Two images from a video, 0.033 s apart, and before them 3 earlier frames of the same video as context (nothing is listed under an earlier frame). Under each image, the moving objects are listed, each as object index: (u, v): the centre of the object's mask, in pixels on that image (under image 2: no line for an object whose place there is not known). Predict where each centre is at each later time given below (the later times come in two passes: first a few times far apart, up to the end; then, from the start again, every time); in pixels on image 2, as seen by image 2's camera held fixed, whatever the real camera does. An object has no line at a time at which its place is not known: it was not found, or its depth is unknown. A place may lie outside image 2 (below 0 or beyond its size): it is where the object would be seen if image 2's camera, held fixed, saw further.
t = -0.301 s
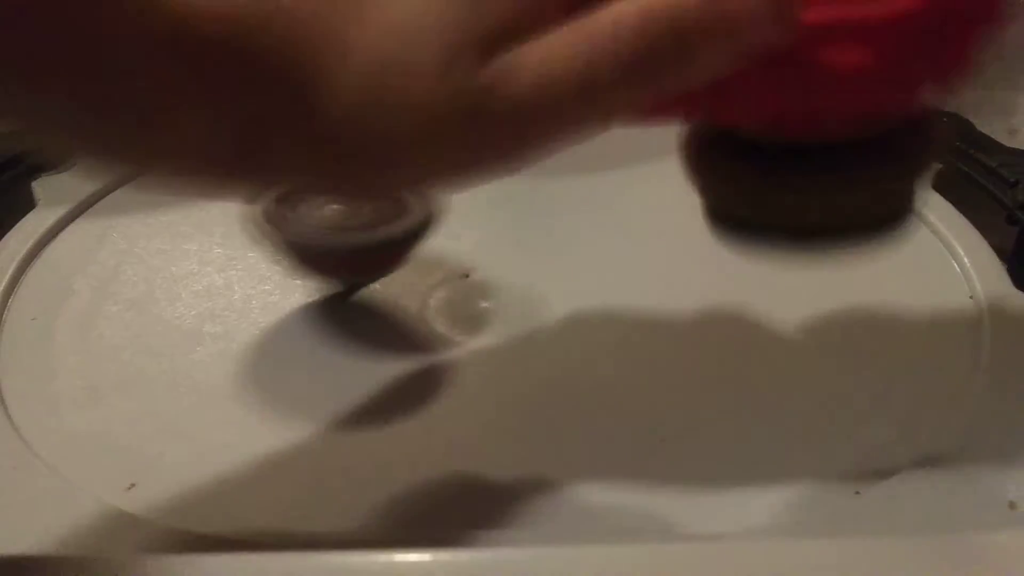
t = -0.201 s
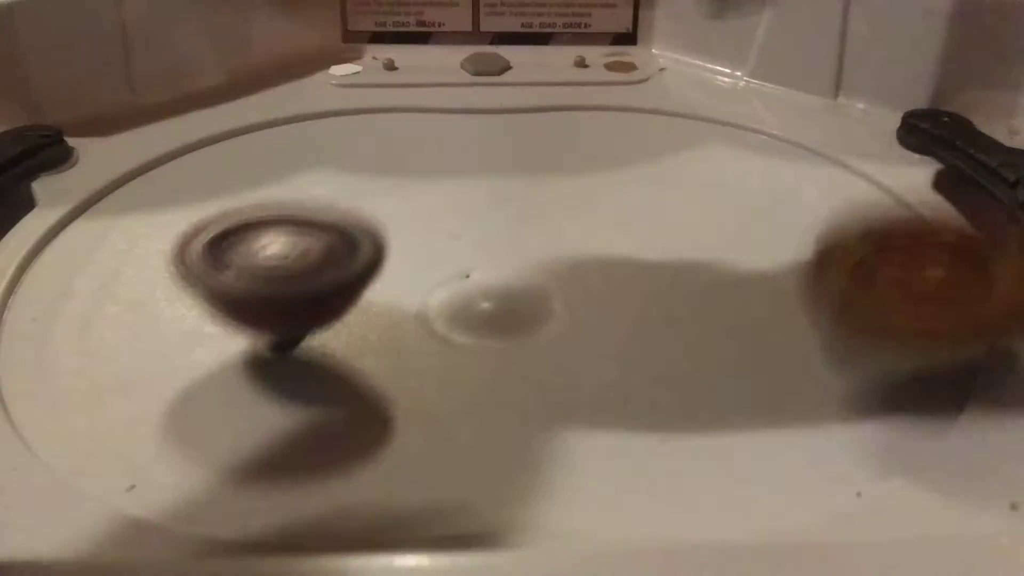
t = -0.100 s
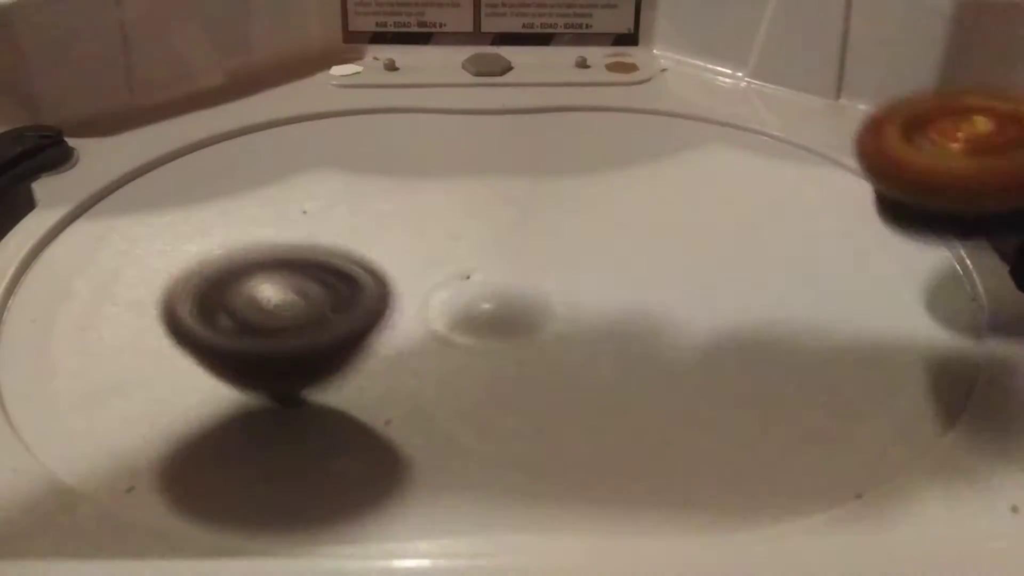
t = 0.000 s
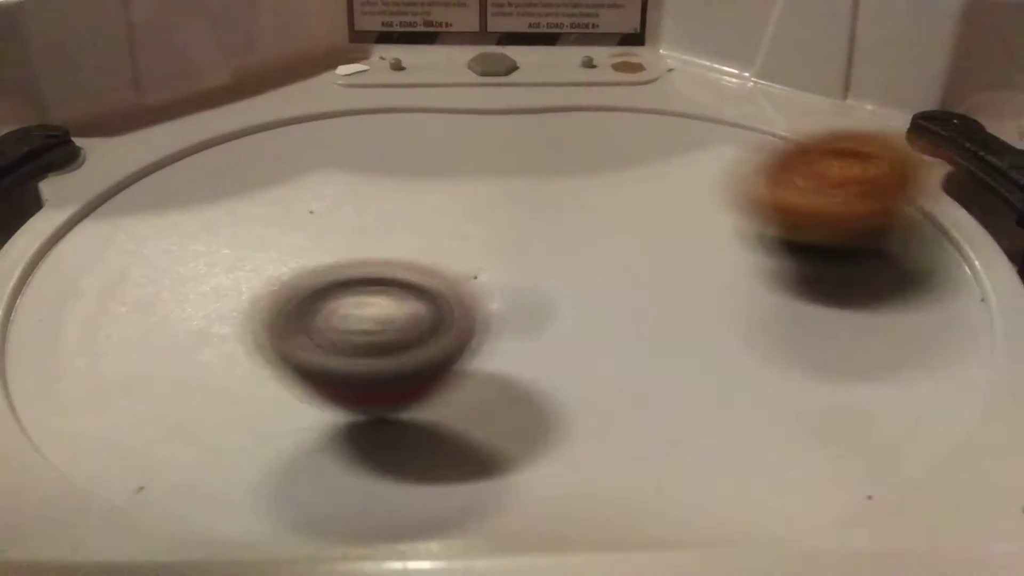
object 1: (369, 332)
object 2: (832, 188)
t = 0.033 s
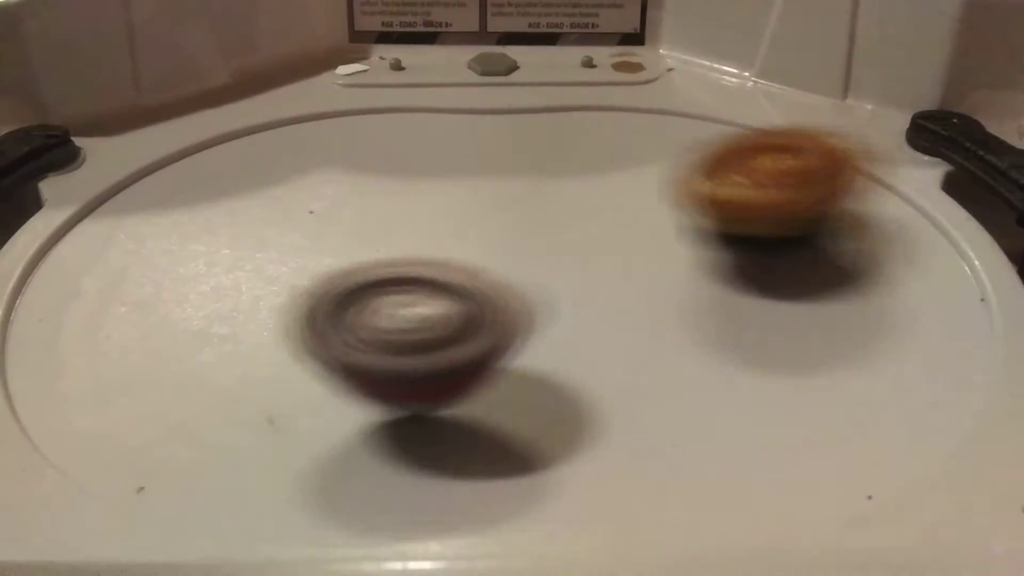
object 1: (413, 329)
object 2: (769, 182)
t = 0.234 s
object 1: (580, 307)
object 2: (463, 188)
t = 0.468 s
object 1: (694, 289)
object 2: (194, 321)
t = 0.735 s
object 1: (586, 201)
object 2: (696, 396)
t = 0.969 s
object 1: (381, 220)
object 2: (762, 179)
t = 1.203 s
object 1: (371, 292)
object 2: (376, 96)
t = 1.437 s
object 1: (529, 280)
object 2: (68, 204)
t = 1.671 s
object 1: (555, 214)
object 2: (290, 375)
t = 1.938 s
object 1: (420, 190)
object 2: (668, 235)
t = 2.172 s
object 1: (395, 230)
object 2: (563, 127)
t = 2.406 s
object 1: (460, 230)
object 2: (373, 144)
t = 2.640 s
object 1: (582, 218)
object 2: (317, 196)
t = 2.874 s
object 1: (727, 221)
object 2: (451, 229)
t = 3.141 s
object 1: (818, 138)
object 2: (470, 199)
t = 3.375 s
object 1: (658, 155)
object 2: (475, 214)
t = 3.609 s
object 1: (683, 202)
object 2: (448, 211)
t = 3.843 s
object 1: (770, 216)
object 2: (351, 283)
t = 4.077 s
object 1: (758, 227)
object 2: (469, 306)
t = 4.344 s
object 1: (758, 234)
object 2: (429, 250)
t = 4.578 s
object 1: (698, 235)
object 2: (346, 242)
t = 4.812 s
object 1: (607, 248)
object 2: (393, 261)
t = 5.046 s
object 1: (615, 248)
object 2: (396, 235)
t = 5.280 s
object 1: (574, 257)
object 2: (396, 206)
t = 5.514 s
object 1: (570, 278)
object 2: (409, 201)
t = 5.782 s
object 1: (599, 281)
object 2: (473, 191)
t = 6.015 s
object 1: (617, 269)
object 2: (487, 187)
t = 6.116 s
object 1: (651, 291)
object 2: (485, 177)
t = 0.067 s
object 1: (450, 324)
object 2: (716, 178)
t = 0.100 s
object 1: (480, 317)
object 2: (663, 176)
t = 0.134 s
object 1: (515, 305)
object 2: (610, 179)
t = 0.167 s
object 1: (542, 296)
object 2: (562, 184)
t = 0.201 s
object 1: (561, 297)
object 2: (509, 190)
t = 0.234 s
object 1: (580, 307)
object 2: (463, 188)
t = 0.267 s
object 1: (599, 315)
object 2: (415, 191)
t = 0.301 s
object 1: (619, 317)
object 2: (368, 199)
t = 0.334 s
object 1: (638, 315)
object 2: (322, 212)
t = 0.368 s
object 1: (657, 312)
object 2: (277, 234)
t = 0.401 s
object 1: (673, 306)
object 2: (238, 260)
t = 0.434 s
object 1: (685, 298)
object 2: (209, 290)
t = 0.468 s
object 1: (694, 289)
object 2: (194, 321)
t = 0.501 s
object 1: (697, 278)
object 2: (195, 353)
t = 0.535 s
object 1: (696, 266)
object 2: (216, 380)
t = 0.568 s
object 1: (689, 254)
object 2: (257, 402)
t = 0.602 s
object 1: (677, 241)
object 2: (327, 417)
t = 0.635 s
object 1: (661, 230)
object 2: (414, 419)
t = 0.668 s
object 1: (640, 218)
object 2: (505, 415)
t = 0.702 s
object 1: (617, 209)
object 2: (610, 407)
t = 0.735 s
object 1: (586, 201)
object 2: (696, 396)
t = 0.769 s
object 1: (558, 195)
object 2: (771, 376)
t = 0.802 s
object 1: (526, 192)
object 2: (819, 347)
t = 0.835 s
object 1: (493, 194)
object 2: (841, 306)
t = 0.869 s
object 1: (463, 197)
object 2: (844, 279)
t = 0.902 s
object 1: (430, 203)
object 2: (827, 237)
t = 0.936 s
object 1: (403, 211)
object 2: (802, 209)
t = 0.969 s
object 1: (381, 220)
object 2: (762, 179)
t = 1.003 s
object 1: (362, 228)
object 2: (717, 155)
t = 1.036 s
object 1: (347, 242)
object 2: (668, 133)
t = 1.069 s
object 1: (341, 254)
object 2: (618, 119)
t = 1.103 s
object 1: (341, 264)
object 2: (562, 107)
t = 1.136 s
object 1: (346, 275)
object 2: (502, 99)
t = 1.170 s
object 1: (357, 286)
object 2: (440, 95)
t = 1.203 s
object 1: (371, 292)
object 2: (376, 96)
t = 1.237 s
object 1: (384, 296)
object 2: (311, 100)
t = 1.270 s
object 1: (407, 299)
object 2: (249, 105)
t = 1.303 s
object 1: (433, 298)
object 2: (195, 115)
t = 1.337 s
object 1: (456, 296)
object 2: (148, 130)
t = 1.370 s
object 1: (481, 293)
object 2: (104, 152)
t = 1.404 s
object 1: (507, 288)
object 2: (78, 177)
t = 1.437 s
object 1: (529, 280)
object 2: (68, 204)
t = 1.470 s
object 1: (546, 273)
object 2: (64, 246)
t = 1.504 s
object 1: (558, 266)
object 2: (66, 275)
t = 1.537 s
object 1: (565, 256)
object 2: (76, 308)
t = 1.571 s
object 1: (567, 245)
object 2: (97, 336)
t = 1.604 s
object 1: (567, 235)
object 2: (145, 357)
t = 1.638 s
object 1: (563, 225)
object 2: (211, 370)
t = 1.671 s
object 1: (555, 214)
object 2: (290, 375)
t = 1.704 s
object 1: (542, 205)
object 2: (367, 371)
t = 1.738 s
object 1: (527, 198)
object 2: (443, 359)
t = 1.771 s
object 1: (511, 194)
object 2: (507, 343)
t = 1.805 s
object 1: (491, 190)
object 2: (557, 323)
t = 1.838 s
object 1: (469, 188)
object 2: (604, 305)
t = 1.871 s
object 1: (453, 187)
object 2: (636, 284)
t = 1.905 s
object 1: (436, 188)
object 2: (658, 260)
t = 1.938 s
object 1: (420, 190)
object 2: (668, 235)
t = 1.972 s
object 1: (406, 194)
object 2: (666, 213)
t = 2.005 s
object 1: (397, 199)
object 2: (655, 192)
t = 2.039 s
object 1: (392, 204)
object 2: (642, 174)
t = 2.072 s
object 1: (386, 211)
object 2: (625, 156)
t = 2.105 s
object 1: (384, 219)
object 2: (607, 141)
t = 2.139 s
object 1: (387, 225)
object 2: (587, 132)
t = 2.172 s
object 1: (395, 230)
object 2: (563, 127)
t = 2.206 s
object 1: (405, 234)
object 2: (535, 125)
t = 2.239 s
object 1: (415, 241)
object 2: (507, 125)
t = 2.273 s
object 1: (433, 245)
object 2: (480, 127)
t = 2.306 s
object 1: (450, 246)
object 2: (452, 132)
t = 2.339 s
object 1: (461, 238)
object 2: (422, 135)
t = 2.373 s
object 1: (460, 232)
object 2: (396, 140)
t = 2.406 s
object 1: (460, 230)
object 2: (373, 144)
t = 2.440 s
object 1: (465, 226)
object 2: (357, 147)
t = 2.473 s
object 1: (474, 219)
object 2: (344, 152)
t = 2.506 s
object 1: (486, 217)
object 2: (332, 157)
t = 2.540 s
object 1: (507, 215)
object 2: (321, 163)
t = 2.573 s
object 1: (536, 214)
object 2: (315, 172)
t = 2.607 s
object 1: (562, 215)
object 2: (315, 183)
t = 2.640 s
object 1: (582, 218)
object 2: (317, 196)
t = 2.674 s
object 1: (595, 223)
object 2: (327, 207)
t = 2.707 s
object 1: (608, 228)
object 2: (348, 219)
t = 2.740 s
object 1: (621, 231)
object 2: (376, 230)
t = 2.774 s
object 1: (632, 231)
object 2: (411, 238)
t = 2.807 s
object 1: (644, 229)
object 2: (440, 241)
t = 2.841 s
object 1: (693, 226)
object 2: (446, 237)
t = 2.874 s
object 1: (727, 221)
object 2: (451, 229)
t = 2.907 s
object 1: (759, 214)
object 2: (460, 220)
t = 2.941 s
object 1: (784, 206)
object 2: (473, 211)
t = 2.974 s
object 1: (806, 196)
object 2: (485, 203)
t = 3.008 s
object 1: (821, 185)
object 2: (491, 199)
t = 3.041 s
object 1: (829, 172)
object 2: (492, 199)
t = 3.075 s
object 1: (832, 161)
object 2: (487, 200)
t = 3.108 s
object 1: (829, 148)
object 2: (478, 200)
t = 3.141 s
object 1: (818, 138)
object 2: (470, 199)
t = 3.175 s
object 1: (804, 130)
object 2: (466, 198)
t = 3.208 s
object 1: (786, 127)
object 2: (467, 197)
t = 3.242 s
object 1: (760, 126)
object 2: (469, 199)
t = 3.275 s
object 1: (734, 130)
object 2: (473, 202)
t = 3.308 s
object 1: (707, 136)
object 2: (475, 208)
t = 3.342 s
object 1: (683, 143)
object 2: (474, 213)
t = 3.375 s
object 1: (658, 155)
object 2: (475, 214)
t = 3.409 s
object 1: (643, 165)
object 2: (472, 213)
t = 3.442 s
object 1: (648, 169)
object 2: (458, 215)
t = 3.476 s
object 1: (648, 174)
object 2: (451, 217)
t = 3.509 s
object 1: (646, 182)
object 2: (452, 220)
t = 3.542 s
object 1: (646, 190)
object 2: (458, 219)
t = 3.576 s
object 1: (659, 197)
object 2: (457, 215)
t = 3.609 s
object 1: (683, 202)
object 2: (448, 211)
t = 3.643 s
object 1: (705, 206)
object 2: (438, 212)
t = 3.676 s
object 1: (724, 210)
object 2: (424, 218)
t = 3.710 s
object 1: (740, 211)
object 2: (407, 228)
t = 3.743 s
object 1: (751, 211)
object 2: (386, 241)
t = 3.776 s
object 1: (759, 211)
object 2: (368, 256)
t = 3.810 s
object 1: (765, 213)
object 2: (356, 270)
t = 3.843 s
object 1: (770, 216)
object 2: (351, 283)
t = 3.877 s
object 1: (775, 218)
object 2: (352, 295)
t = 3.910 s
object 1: (778, 220)
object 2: (360, 303)
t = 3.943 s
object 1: (780, 221)
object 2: (376, 309)
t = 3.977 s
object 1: (780, 222)
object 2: (396, 312)
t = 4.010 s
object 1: (776, 223)
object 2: (420, 313)
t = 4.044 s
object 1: (768, 225)
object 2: (444, 311)
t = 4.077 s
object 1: (758, 227)
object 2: (469, 306)
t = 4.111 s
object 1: (746, 231)
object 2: (488, 300)
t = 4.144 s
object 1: (733, 235)
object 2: (505, 293)
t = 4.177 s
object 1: (721, 240)
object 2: (516, 285)
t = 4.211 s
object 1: (732, 239)
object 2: (506, 278)
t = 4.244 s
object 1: (749, 239)
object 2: (494, 272)
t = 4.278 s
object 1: (758, 238)
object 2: (481, 263)
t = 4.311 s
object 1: (761, 236)
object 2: (459, 257)
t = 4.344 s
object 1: (758, 234)
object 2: (429, 250)
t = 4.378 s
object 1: (753, 233)
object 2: (409, 245)
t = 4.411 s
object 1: (748, 232)
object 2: (393, 242)
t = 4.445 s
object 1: (741, 232)
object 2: (377, 240)
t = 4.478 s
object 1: (731, 232)
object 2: (366, 239)
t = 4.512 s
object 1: (721, 233)
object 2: (356, 239)
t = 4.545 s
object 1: (710, 233)
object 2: (349, 240)
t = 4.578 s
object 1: (698, 235)
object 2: (346, 242)
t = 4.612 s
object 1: (687, 236)
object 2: (346, 245)
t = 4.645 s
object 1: (674, 238)
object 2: (350, 249)
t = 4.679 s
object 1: (661, 240)
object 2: (356, 252)
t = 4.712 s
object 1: (648, 242)
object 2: (363, 256)
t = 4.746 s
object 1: (634, 243)
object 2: (372, 259)
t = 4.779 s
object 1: (621, 246)
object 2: (382, 260)
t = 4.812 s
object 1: (607, 248)
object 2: (393, 261)
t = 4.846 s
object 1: (607, 248)
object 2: (395, 261)
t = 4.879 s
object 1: (617, 249)
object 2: (387, 257)
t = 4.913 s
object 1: (624, 251)
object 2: (385, 252)
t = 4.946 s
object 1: (625, 251)
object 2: (385, 248)
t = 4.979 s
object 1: (625, 251)
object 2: (388, 244)
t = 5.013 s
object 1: (622, 250)
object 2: (392, 240)
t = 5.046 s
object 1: (615, 248)
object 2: (396, 235)
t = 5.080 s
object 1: (607, 247)
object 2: (400, 231)
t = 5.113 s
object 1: (598, 247)
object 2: (402, 227)
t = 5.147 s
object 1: (593, 248)
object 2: (402, 222)
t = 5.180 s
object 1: (588, 249)
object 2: (401, 217)
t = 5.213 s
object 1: (583, 251)
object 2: (399, 212)
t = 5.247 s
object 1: (578, 253)
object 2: (398, 209)
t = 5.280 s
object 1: (574, 257)
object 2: (396, 206)
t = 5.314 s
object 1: (569, 260)
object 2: (394, 204)
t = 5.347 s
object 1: (566, 264)
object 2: (393, 203)
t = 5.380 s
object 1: (565, 267)
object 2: (393, 201)
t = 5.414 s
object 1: (565, 271)
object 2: (395, 201)
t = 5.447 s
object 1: (565, 273)
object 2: (397, 200)
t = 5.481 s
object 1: (567, 276)
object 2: (403, 200)
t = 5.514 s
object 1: (570, 278)
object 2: (409, 201)
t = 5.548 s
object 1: (571, 280)
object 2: (416, 201)
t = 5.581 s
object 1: (574, 281)
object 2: (425, 201)
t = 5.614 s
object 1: (579, 281)
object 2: (434, 201)
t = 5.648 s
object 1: (582, 280)
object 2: (443, 200)
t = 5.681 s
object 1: (585, 279)
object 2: (451, 199)
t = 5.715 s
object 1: (589, 277)
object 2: (459, 197)
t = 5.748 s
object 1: (593, 279)
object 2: (467, 194)
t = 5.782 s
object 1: (599, 281)
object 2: (473, 191)
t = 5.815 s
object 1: (604, 280)
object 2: (476, 189)
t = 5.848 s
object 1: (609, 280)
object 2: (479, 187)
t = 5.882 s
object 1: (614, 279)
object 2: (479, 185)
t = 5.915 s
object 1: (617, 277)
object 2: (481, 185)
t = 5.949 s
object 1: (618, 275)
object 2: (482, 185)
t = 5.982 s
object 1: (619, 272)
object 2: (484, 186)
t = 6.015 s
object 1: (617, 269)
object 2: (487, 187)
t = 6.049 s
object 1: (617, 267)
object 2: (489, 187)
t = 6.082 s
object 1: (633, 281)
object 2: (489, 182)
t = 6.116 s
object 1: (651, 291)
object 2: (485, 177)
